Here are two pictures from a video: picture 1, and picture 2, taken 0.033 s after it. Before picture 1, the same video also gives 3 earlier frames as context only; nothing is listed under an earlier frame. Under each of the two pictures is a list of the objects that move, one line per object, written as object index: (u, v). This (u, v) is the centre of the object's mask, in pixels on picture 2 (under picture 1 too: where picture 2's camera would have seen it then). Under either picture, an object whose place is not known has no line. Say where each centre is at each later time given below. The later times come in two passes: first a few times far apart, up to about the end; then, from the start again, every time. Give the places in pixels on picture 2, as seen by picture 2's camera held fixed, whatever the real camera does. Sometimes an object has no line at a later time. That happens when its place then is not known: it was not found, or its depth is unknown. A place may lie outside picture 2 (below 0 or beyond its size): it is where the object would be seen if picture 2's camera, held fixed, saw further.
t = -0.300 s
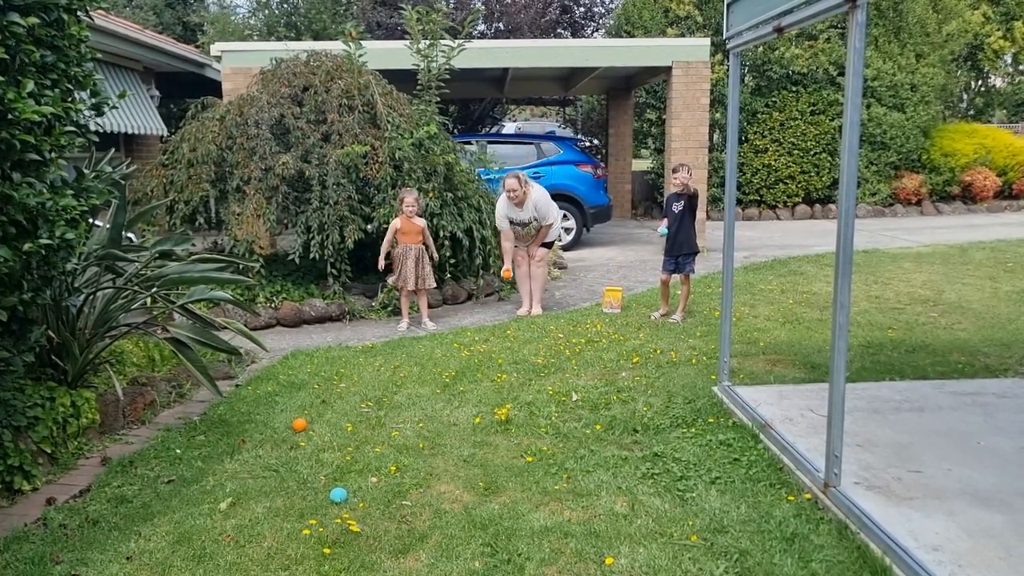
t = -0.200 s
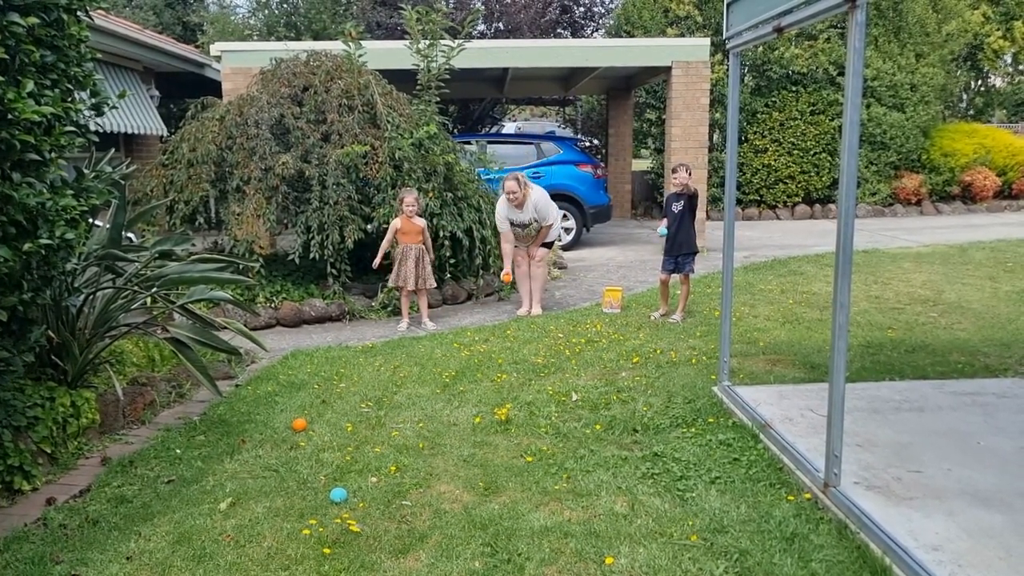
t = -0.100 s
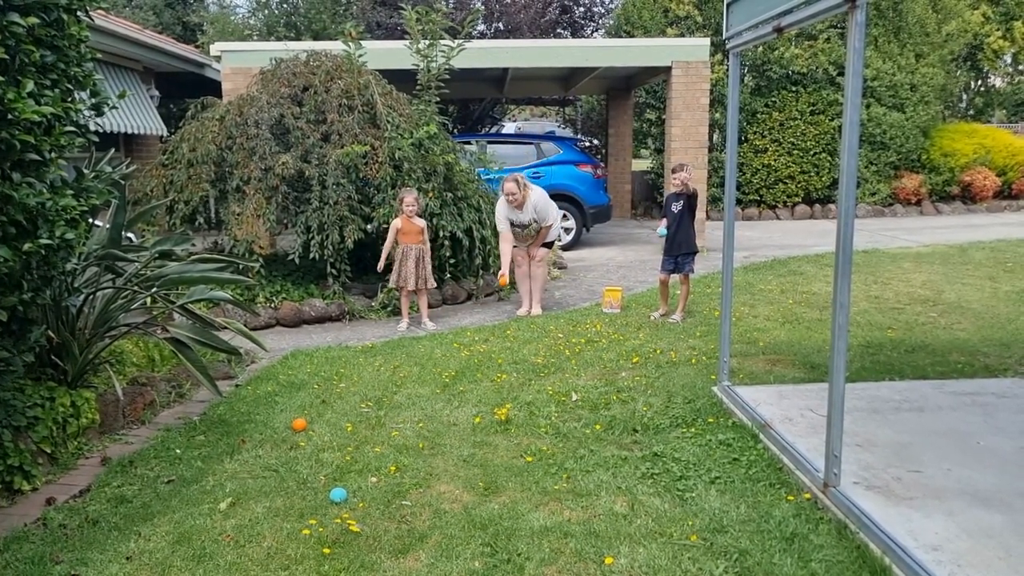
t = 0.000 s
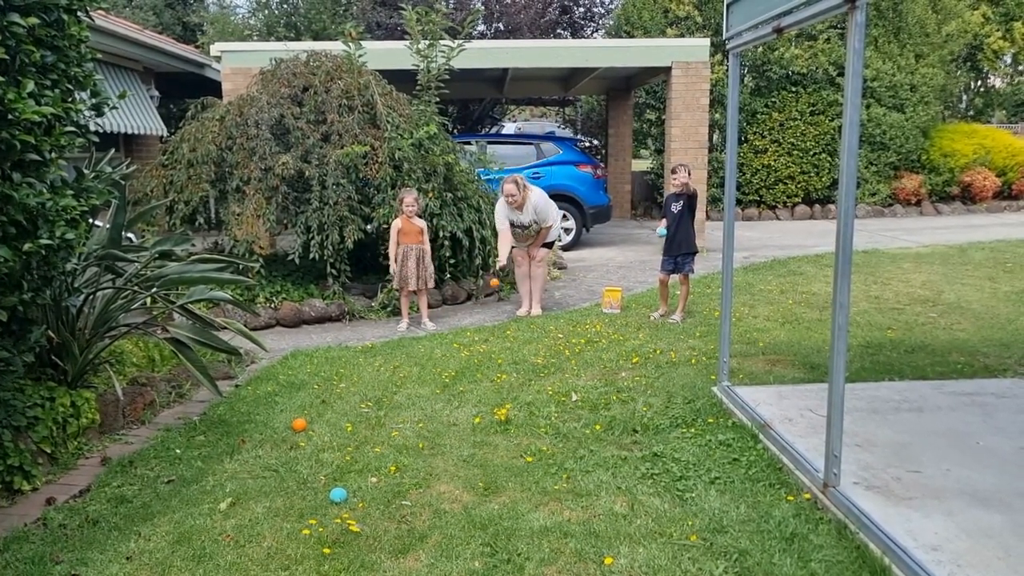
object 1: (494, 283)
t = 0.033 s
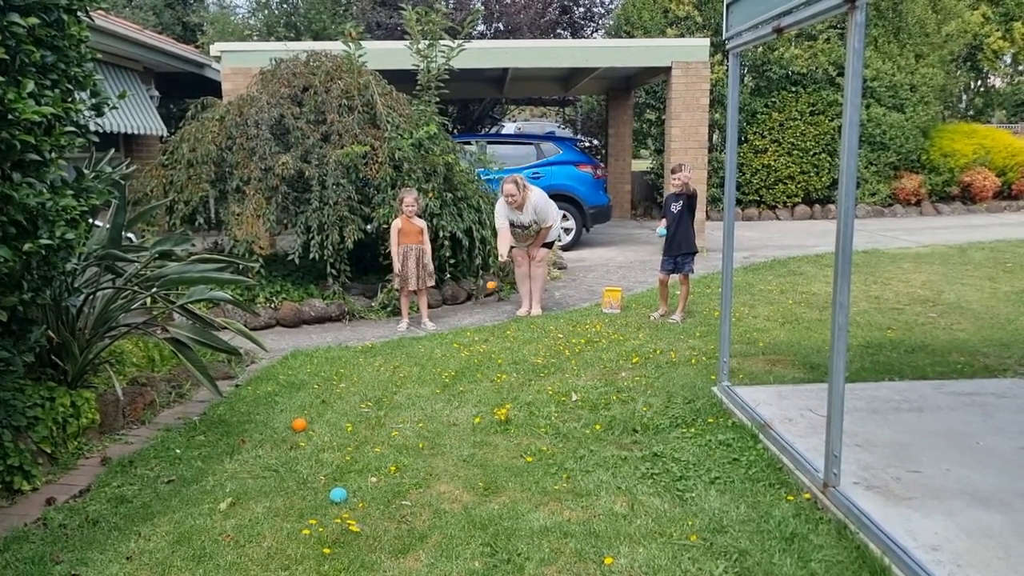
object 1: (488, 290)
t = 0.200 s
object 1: (474, 321)
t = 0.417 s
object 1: (453, 359)
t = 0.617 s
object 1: (437, 385)
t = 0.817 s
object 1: (420, 409)
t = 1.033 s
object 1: (401, 437)
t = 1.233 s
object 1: (386, 459)
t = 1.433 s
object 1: (373, 473)
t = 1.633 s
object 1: (365, 480)
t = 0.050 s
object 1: (486, 291)
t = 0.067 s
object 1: (485, 294)
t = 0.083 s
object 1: (485, 295)
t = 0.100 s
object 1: (484, 297)
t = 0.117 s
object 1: (482, 299)
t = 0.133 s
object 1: (481, 302)
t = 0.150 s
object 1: (479, 306)
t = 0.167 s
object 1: (478, 311)
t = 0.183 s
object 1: (476, 316)
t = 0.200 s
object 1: (474, 321)
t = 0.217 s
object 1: (472, 328)
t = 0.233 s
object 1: (469, 335)
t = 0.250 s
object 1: (468, 341)
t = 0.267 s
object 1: (466, 349)
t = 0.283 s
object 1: (465, 358)
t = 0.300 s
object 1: (462, 366)
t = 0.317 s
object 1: (461, 367)
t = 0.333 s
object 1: (460, 366)
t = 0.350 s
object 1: (458, 364)
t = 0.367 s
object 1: (457, 362)
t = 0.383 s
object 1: (456, 361)
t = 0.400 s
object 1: (454, 360)
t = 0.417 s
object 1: (453, 359)
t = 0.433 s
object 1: (452, 358)
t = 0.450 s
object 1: (450, 359)
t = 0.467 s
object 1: (449, 359)
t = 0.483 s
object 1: (448, 361)
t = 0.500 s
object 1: (447, 362)
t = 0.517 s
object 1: (446, 363)
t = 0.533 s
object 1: (443, 366)
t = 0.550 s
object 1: (442, 369)
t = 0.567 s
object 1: (441, 373)
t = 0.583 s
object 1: (440, 376)
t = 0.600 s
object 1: (439, 380)
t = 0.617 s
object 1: (437, 385)
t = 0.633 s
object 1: (435, 390)
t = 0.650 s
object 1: (434, 397)
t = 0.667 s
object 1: (432, 403)
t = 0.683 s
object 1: (431, 404)
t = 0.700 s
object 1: (430, 404)
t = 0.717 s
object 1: (428, 403)
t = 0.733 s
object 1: (427, 403)
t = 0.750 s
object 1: (425, 404)
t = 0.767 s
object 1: (425, 405)
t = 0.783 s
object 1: (423, 406)
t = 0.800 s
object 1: (422, 407)
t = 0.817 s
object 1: (420, 409)
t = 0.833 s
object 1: (419, 413)
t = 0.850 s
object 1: (417, 416)
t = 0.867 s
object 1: (415, 421)
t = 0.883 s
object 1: (414, 424)
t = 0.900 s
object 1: (412, 426)
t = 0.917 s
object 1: (411, 428)
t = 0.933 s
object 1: (409, 429)
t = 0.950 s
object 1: (407, 431)
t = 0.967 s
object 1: (405, 433)
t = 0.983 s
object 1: (404, 434)
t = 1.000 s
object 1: (403, 435)
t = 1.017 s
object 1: (402, 436)
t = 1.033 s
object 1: (401, 437)
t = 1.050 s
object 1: (399, 439)
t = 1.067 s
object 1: (398, 441)
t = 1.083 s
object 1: (397, 444)
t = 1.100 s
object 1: (395, 447)
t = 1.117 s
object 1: (393, 449)
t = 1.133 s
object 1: (392, 451)
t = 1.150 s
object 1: (391, 451)
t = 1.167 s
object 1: (390, 452)
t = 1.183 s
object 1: (389, 453)
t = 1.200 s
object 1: (388, 455)
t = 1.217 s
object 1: (387, 456)
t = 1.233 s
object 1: (386, 459)
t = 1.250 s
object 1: (384, 461)
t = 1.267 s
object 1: (382, 465)
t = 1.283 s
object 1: (381, 467)
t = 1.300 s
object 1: (380, 468)
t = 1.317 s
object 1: (379, 468)
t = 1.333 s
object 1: (378, 468)
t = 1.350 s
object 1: (377, 469)
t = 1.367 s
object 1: (376, 470)
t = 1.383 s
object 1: (375, 471)
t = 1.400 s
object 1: (374, 472)
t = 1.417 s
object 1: (373, 473)
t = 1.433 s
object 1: (373, 473)
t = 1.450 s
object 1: (372, 474)
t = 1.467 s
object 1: (371, 475)
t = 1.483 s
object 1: (370, 477)
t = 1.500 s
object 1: (370, 478)
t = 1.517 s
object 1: (369, 479)
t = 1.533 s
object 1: (369, 479)
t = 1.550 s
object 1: (369, 479)
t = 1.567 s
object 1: (368, 479)
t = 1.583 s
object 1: (368, 479)
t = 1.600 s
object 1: (366, 480)
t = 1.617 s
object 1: (366, 480)
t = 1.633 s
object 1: (365, 480)
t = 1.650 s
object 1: (365, 480)
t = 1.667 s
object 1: (365, 480)
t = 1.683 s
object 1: (365, 480)
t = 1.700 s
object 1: (365, 481)
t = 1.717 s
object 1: (365, 480)
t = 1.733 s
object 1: (365, 480)
